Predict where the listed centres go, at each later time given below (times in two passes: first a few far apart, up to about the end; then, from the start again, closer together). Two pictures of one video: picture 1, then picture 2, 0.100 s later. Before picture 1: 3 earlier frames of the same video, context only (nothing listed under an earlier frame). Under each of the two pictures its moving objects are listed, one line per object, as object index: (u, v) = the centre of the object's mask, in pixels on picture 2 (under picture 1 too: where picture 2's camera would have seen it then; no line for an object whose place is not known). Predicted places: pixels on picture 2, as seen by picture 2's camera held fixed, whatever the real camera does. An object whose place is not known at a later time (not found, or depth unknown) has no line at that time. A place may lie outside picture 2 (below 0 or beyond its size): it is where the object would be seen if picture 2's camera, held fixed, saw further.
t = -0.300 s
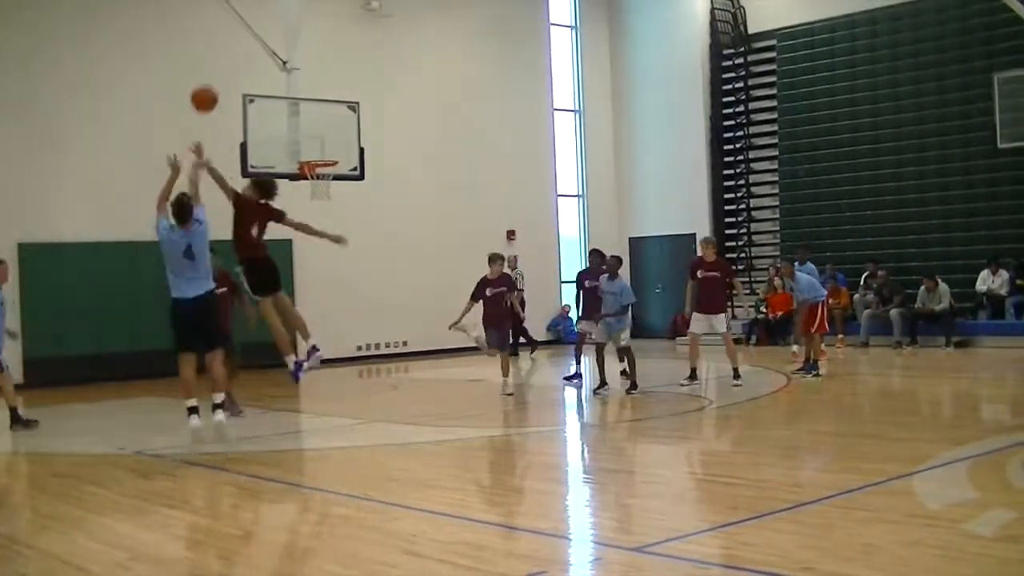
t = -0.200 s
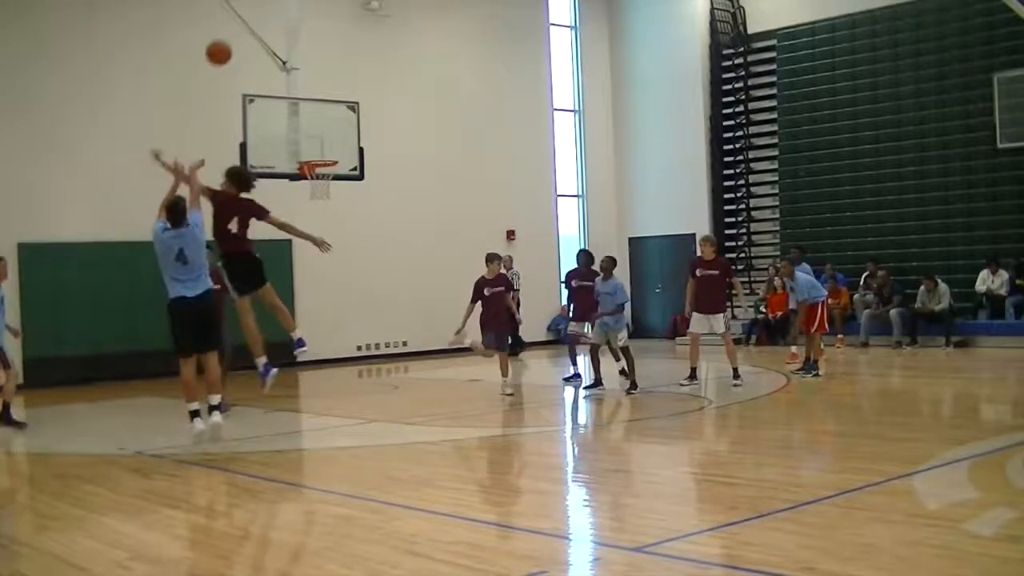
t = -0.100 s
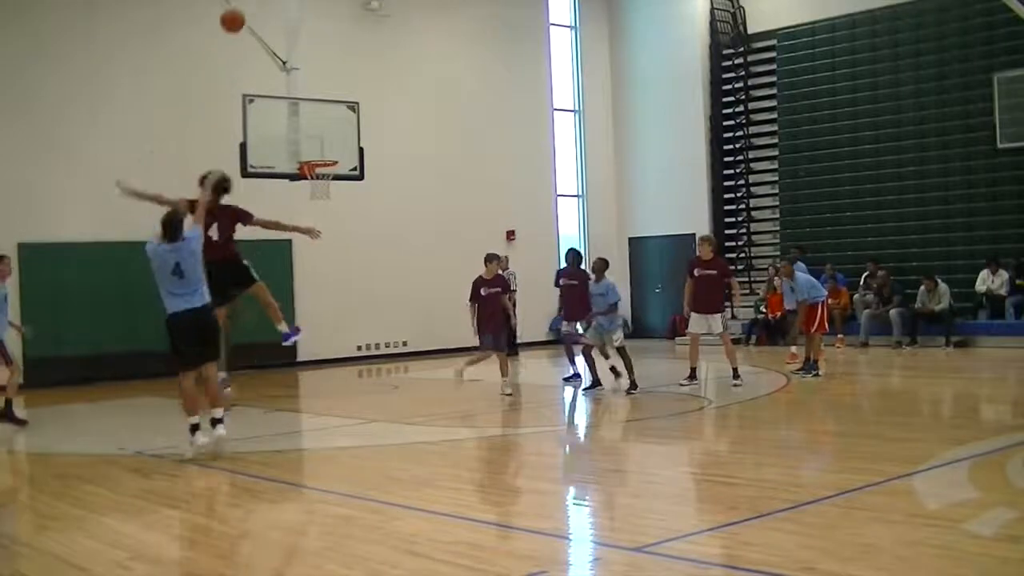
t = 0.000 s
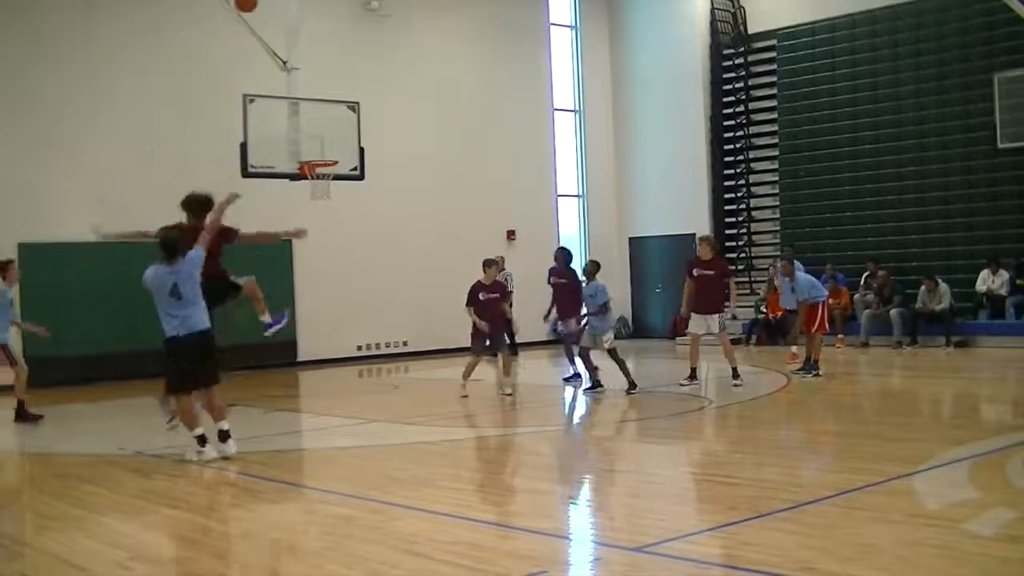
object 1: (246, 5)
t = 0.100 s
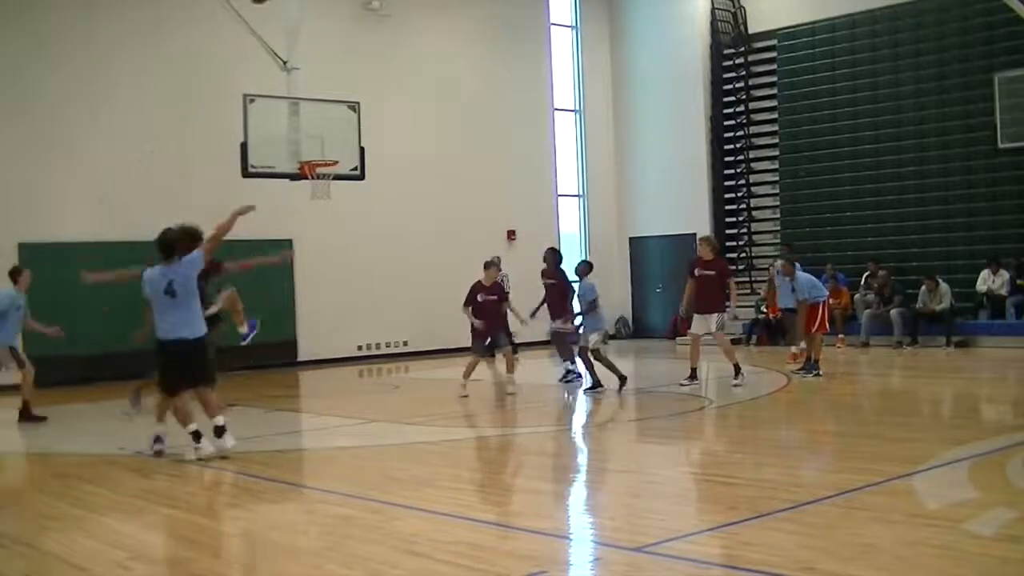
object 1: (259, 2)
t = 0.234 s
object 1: (273, 3)
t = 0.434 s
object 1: (292, 25)
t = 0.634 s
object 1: (310, 82)
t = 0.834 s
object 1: (325, 152)
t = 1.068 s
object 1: (346, 118)
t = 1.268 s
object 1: (368, 121)
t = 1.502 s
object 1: (397, 165)
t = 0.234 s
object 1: (273, 3)
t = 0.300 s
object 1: (279, 6)
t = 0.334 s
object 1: (282, 8)
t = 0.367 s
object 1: (286, 12)
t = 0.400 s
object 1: (289, 18)
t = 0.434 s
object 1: (292, 25)
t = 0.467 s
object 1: (295, 33)
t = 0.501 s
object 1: (298, 41)
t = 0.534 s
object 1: (301, 51)
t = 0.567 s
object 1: (304, 61)
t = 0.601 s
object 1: (307, 71)
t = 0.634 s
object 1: (310, 82)
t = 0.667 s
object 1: (312, 94)
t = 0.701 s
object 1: (314, 107)
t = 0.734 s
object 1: (317, 120)
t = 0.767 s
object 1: (320, 133)
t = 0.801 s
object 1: (322, 147)
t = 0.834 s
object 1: (325, 152)
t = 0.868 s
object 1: (327, 146)
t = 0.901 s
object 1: (330, 139)
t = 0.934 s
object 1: (334, 134)
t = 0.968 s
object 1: (337, 129)
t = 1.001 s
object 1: (340, 125)
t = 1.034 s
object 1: (343, 122)
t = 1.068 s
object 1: (346, 118)
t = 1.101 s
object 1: (350, 117)
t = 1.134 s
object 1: (354, 116)
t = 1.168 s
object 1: (357, 116)
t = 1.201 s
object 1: (361, 117)
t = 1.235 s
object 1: (365, 118)
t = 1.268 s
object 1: (368, 121)
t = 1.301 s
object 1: (372, 124)
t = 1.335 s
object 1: (376, 128)
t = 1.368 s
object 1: (380, 134)
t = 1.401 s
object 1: (384, 140)
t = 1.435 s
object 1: (388, 147)
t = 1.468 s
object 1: (393, 156)
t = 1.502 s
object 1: (397, 165)
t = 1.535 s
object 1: (402, 176)
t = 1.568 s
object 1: (406, 187)
